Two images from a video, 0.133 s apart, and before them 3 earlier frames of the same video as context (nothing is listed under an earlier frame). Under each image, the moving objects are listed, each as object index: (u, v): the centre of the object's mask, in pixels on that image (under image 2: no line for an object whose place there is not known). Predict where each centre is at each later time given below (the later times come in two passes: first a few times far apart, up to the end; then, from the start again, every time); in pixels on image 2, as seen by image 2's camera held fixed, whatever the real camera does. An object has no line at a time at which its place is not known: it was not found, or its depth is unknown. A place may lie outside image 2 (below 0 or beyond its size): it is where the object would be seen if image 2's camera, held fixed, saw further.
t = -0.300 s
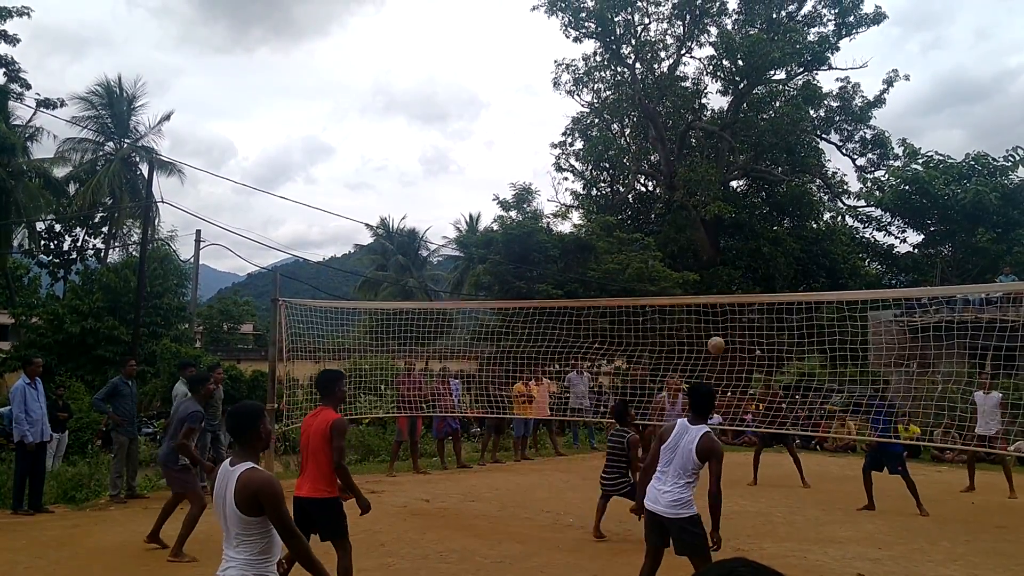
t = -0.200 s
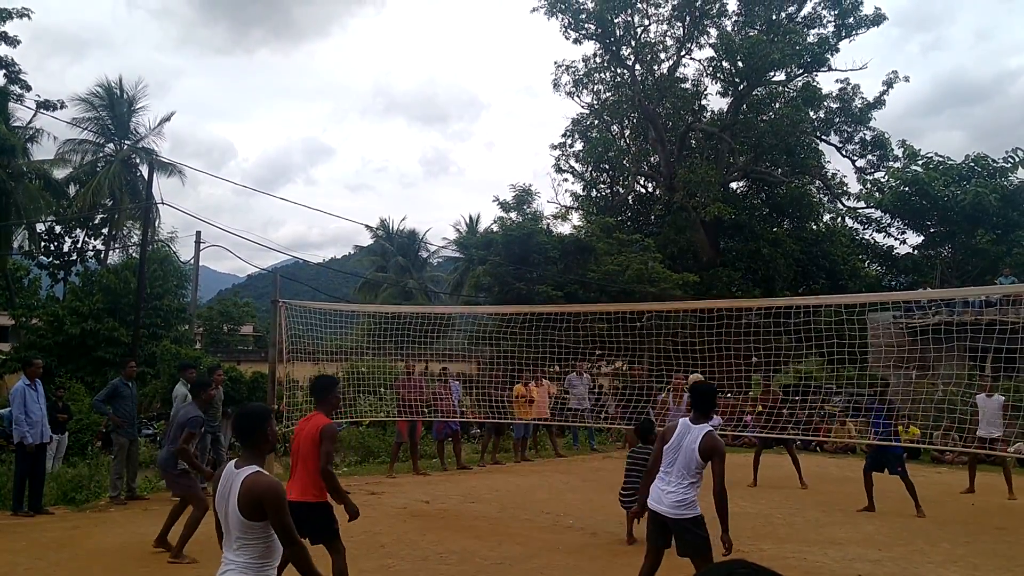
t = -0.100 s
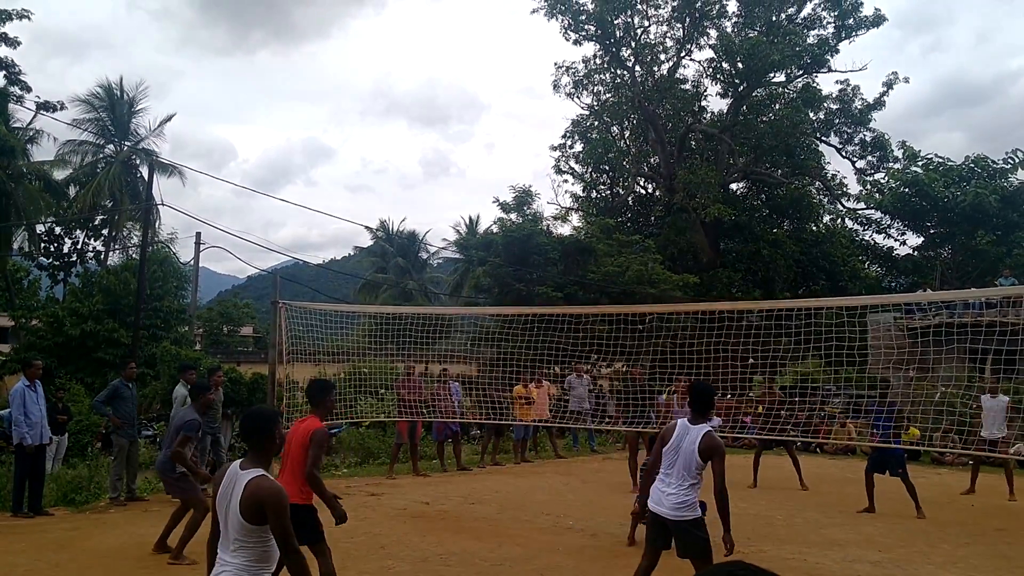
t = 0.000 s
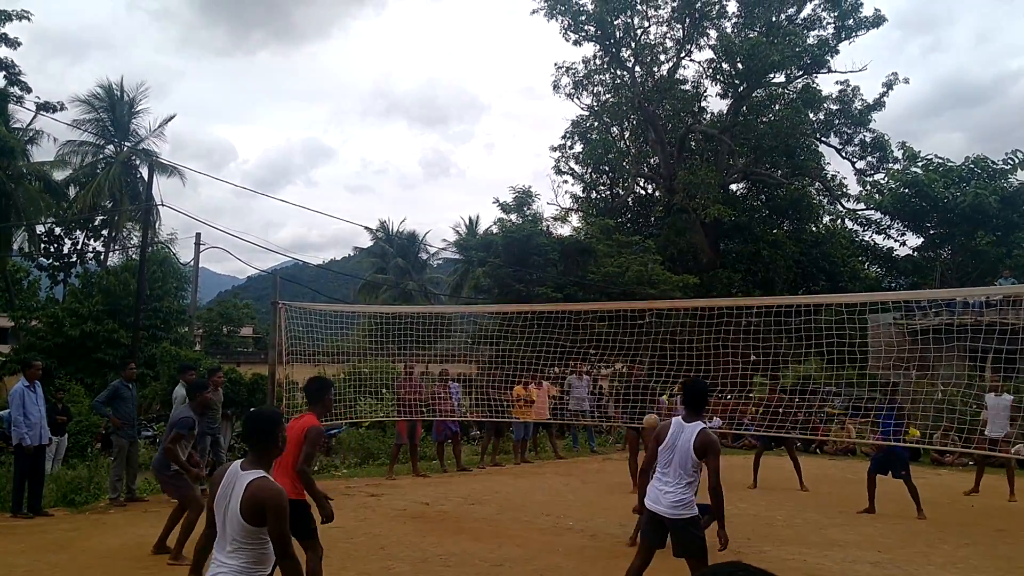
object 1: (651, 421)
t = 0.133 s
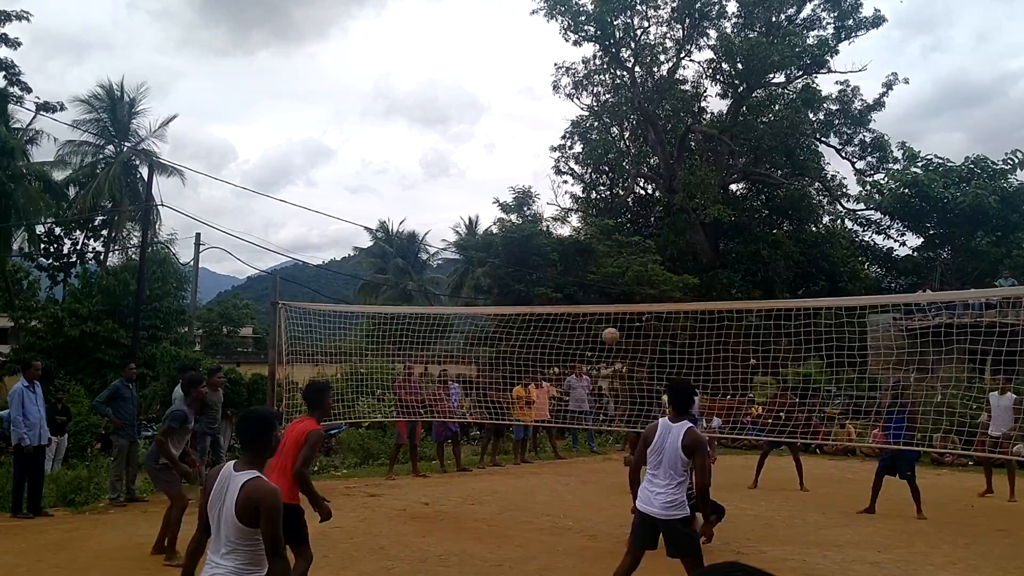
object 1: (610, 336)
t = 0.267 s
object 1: (569, 264)
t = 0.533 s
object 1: (478, 164)
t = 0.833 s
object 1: (355, 136)
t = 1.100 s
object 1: (223, 207)
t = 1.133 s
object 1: (204, 223)
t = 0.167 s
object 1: (600, 318)
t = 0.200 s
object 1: (590, 298)
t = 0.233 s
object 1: (579, 281)
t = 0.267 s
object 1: (569, 264)
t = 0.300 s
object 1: (558, 248)
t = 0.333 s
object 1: (547, 233)
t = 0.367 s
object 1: (537, 220)
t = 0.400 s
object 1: (525, 206)
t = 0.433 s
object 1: (513, 194)
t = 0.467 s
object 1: (502, 184)
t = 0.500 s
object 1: (490, 173)
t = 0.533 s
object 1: (478, 164)
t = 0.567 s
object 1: (465, 156)
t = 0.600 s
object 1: (453, 149)
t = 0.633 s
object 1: (439, 144)
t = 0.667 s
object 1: (426, 139)
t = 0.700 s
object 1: (413, 136)
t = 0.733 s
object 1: (399, 134)
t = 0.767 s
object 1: (384, 133)
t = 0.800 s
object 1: (370, 134)
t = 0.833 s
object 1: (355, 136)
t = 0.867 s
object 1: (340, 139)
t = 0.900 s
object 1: (325, 144)
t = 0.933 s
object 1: (309, 150)
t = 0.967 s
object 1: (293, 158)
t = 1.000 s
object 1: (276, 167)
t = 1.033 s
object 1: (258, 179)
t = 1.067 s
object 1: (241, 192)
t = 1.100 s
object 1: (223, 207)
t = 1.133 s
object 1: (204, 223)
